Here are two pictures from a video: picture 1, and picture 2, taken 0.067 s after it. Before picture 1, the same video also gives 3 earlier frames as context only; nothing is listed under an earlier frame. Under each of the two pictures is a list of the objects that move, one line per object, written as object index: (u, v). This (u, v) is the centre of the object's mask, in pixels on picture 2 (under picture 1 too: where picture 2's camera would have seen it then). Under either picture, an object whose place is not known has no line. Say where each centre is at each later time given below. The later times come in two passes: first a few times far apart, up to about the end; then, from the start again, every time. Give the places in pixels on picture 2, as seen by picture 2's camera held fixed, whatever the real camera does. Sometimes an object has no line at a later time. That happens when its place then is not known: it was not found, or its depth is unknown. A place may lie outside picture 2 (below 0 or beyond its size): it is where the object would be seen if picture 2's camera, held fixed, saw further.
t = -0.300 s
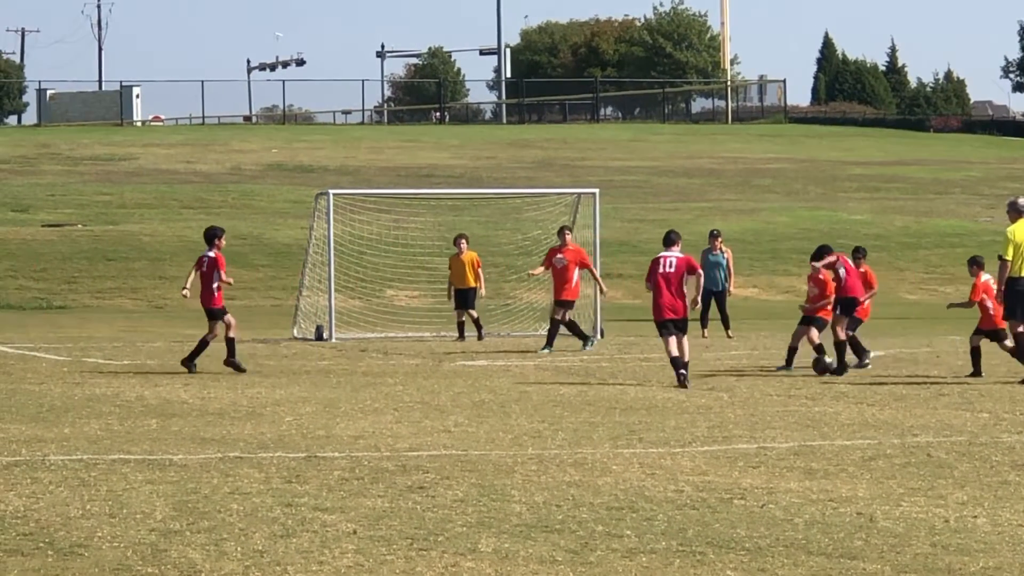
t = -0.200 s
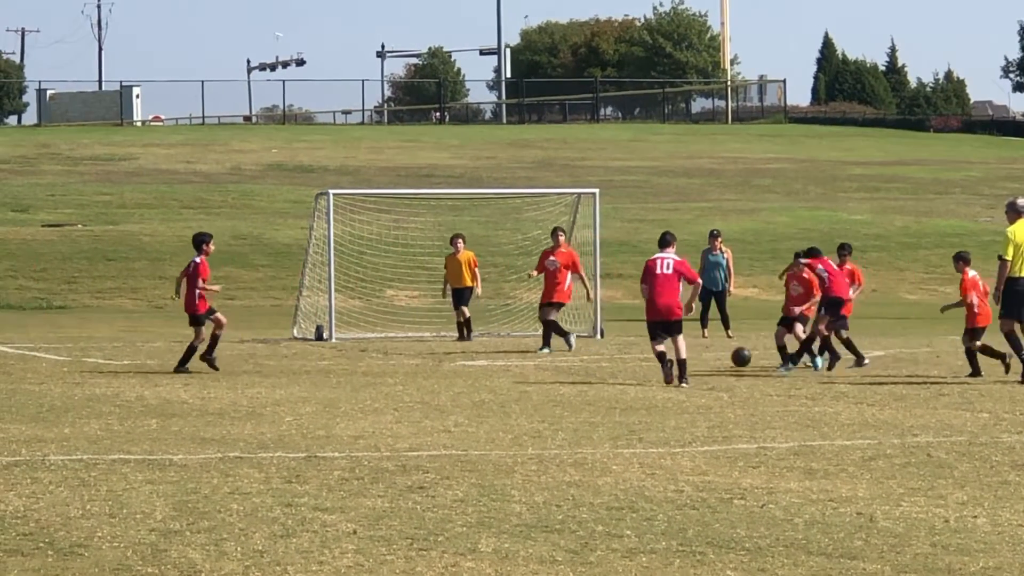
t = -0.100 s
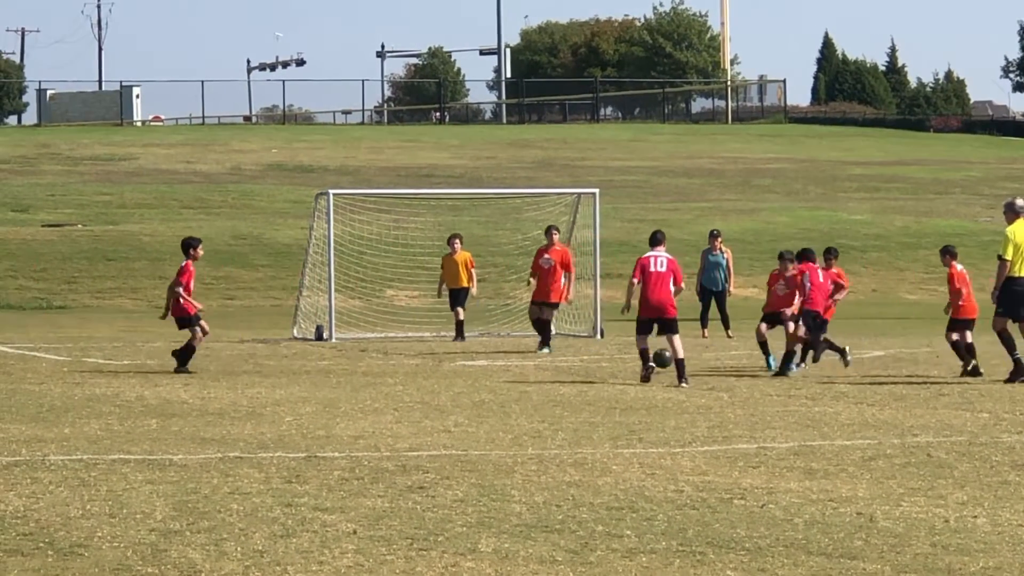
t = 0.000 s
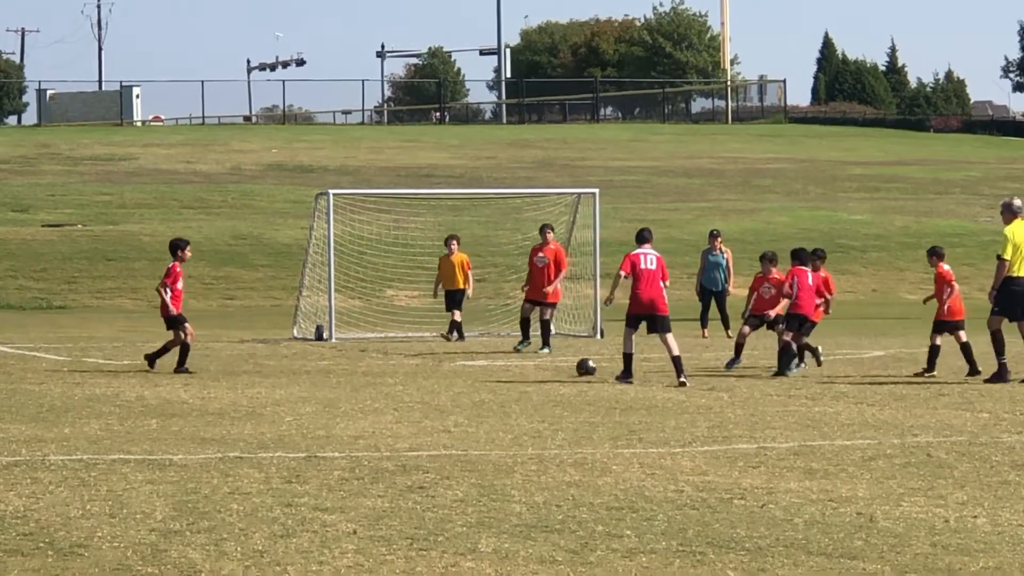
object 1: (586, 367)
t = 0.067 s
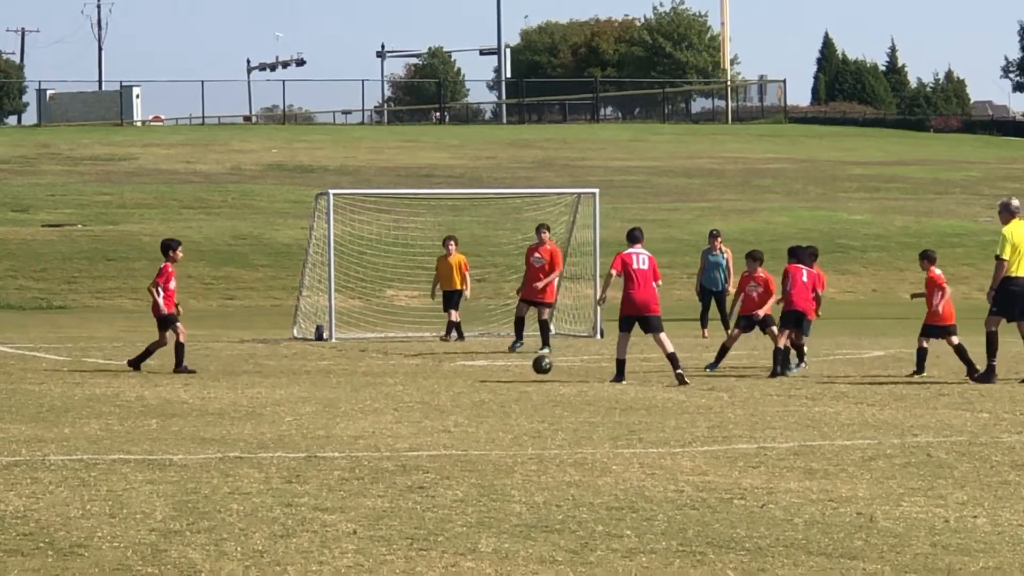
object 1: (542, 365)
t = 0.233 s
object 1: (442, 362)
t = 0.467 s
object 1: (332, 359)
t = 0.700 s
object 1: (249, 358)
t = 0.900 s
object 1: (190, 358)
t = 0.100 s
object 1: (521, 364)
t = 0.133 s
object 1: (500, 364)
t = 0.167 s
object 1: (480, 363)
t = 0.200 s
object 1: (461, 363)
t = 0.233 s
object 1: (442, 362)
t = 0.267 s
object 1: (424, 362)
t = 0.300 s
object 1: (407, 362)
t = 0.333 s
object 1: (391, 361)
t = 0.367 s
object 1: (375, 361)
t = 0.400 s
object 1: (360, 361)
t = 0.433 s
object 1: (345, 360)
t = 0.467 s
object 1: (332, 359)
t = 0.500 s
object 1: (319, 359)
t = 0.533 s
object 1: (305, 359)
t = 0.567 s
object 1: (292, 359)
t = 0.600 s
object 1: (281, 358)
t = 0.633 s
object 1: (270, 358)
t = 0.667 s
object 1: (260, 357)
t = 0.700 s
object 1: (249, 358)
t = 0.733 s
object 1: (238, 358)
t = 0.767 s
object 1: (229, 358)
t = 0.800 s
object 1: (219, 358)
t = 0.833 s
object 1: (210, 358)
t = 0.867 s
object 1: (200, 358)
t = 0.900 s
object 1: (190, 358)
